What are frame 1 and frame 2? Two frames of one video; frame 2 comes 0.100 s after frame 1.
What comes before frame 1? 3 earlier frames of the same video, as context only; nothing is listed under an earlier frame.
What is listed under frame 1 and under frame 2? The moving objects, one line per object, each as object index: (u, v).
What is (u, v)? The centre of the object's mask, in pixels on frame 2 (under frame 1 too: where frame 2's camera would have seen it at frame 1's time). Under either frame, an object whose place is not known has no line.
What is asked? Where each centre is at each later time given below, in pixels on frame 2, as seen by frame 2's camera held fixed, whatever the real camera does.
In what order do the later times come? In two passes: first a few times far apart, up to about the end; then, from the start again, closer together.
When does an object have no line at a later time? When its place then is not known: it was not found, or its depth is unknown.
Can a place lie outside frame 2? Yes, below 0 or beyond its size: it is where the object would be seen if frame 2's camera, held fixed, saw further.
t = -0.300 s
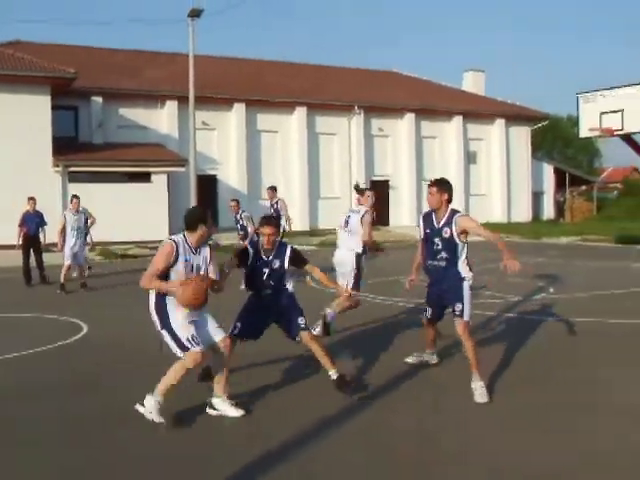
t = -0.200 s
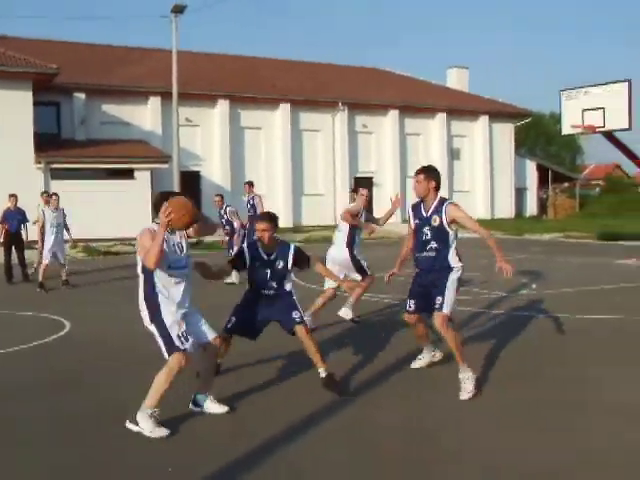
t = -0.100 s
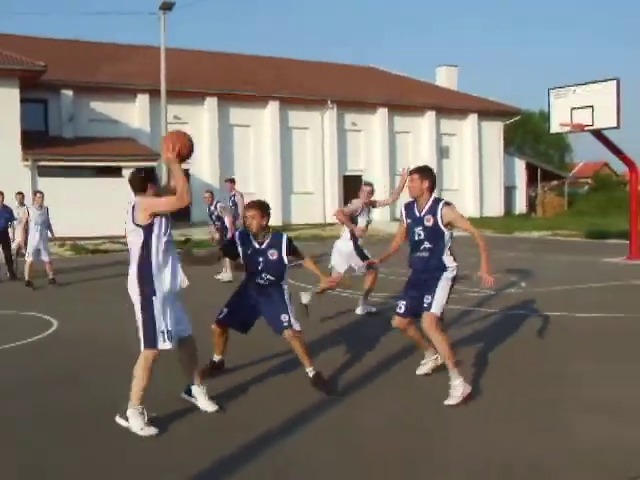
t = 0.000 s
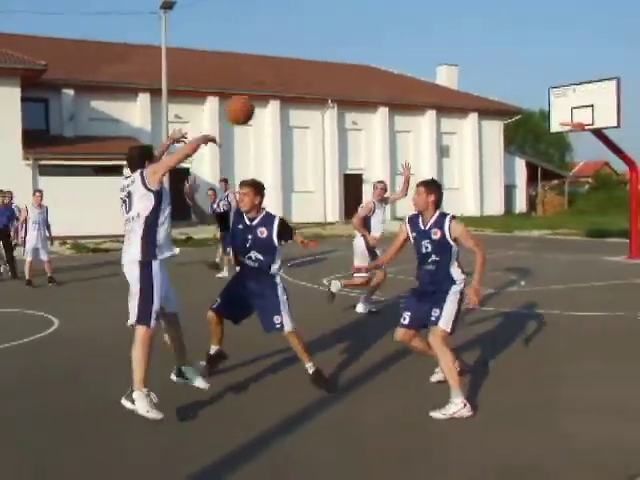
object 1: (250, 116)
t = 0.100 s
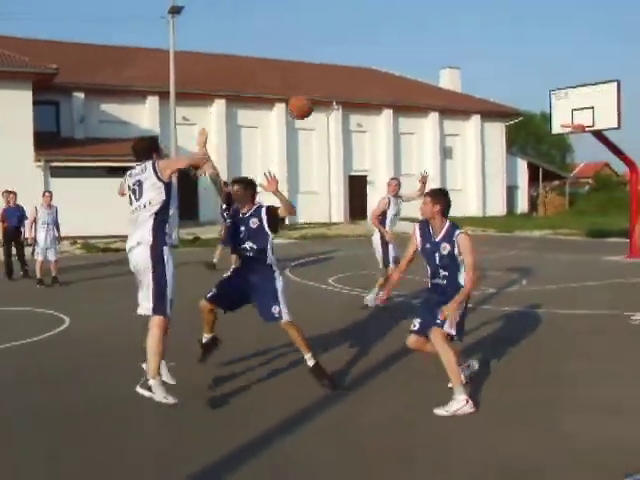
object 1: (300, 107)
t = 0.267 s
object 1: (366, 120)
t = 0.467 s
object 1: (422, 153)
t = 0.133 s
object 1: (316, 105)
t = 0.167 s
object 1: (330, 106)
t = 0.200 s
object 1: (344, 108)
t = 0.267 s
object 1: (366, 120)
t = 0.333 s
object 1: (386, 128)
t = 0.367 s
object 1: (396, 133)
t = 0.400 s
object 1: (405, 139)
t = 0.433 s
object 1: (413, 146)
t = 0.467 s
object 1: (422, 153)
